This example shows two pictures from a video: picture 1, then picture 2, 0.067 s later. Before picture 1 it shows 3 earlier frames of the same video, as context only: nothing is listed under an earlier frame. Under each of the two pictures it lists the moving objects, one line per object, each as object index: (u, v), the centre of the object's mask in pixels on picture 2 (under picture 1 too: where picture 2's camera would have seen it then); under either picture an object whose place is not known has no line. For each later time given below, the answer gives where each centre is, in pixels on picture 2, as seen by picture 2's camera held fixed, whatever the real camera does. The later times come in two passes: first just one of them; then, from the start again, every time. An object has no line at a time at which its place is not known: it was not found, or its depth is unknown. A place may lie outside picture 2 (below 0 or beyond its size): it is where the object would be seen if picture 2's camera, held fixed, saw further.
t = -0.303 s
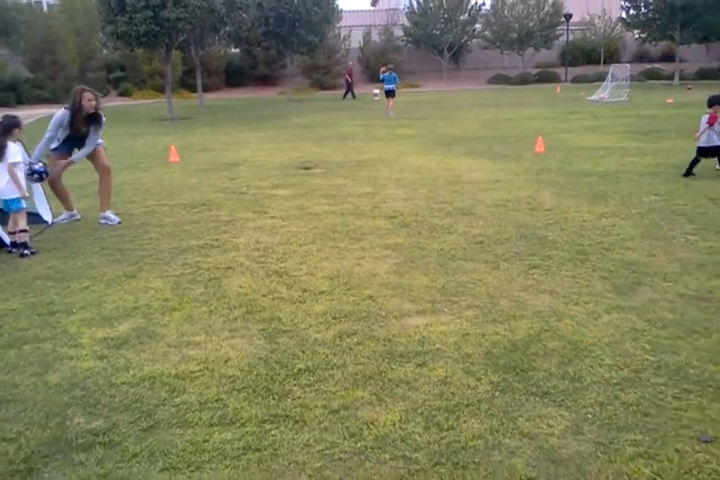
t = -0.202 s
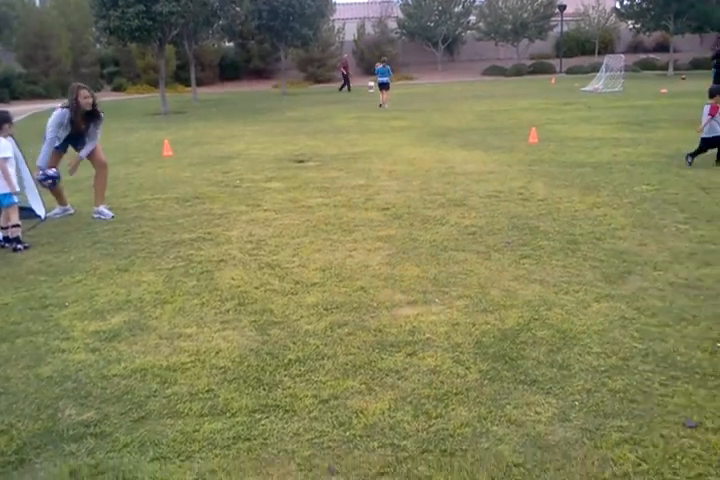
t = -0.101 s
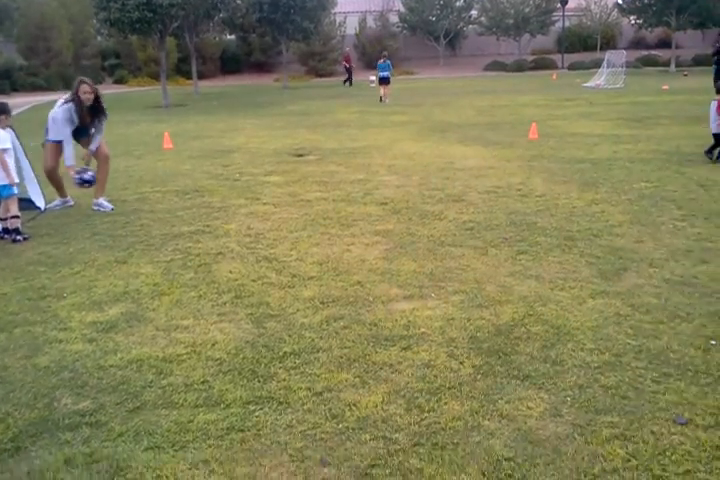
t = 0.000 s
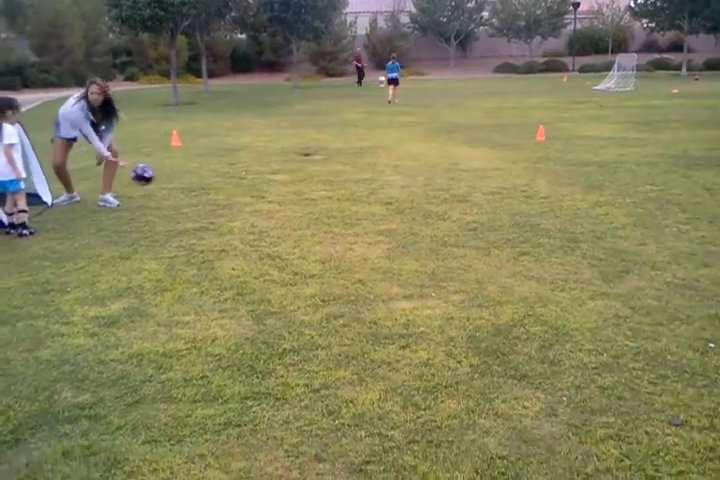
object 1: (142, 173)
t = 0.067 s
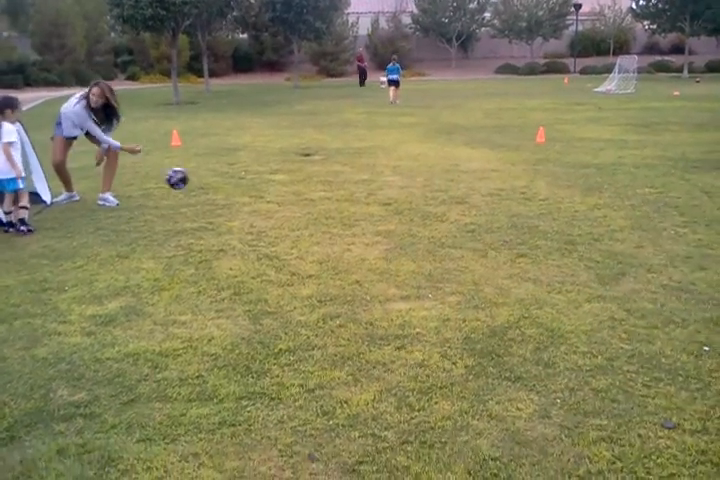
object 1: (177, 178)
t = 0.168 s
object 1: (230, 193)
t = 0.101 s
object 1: (194, 182)
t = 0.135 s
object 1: (212, 187)
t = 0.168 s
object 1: (230, 193)
